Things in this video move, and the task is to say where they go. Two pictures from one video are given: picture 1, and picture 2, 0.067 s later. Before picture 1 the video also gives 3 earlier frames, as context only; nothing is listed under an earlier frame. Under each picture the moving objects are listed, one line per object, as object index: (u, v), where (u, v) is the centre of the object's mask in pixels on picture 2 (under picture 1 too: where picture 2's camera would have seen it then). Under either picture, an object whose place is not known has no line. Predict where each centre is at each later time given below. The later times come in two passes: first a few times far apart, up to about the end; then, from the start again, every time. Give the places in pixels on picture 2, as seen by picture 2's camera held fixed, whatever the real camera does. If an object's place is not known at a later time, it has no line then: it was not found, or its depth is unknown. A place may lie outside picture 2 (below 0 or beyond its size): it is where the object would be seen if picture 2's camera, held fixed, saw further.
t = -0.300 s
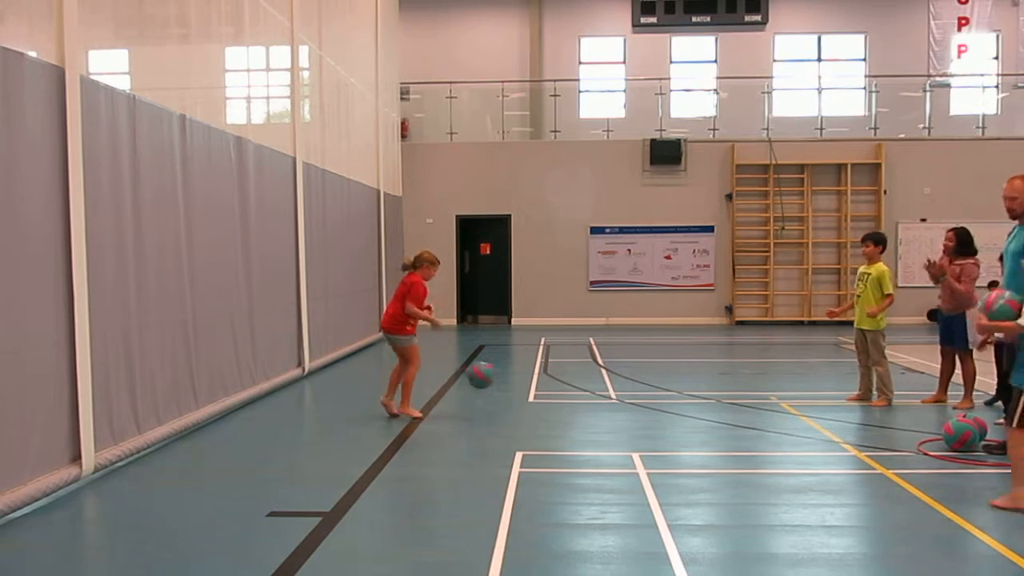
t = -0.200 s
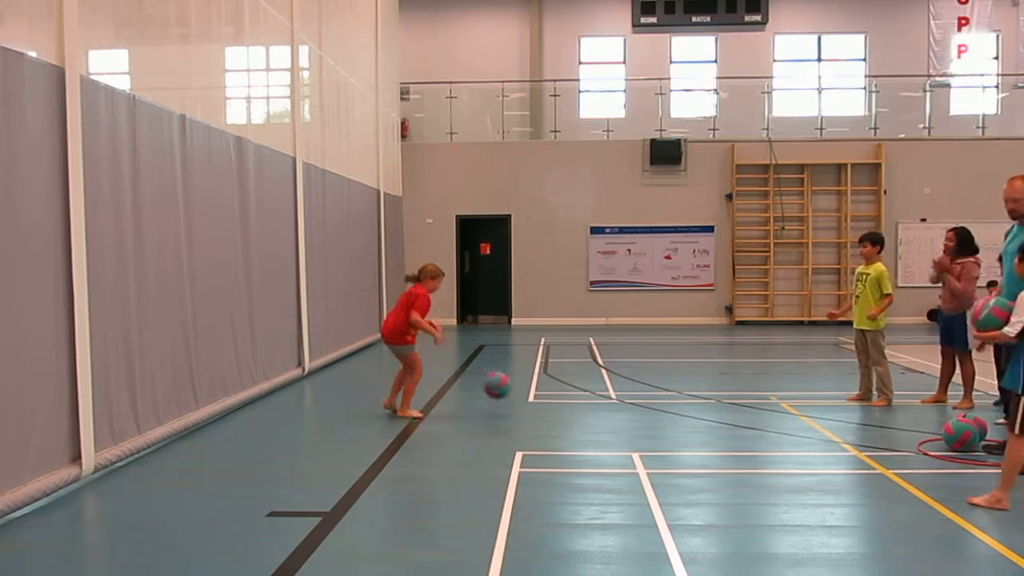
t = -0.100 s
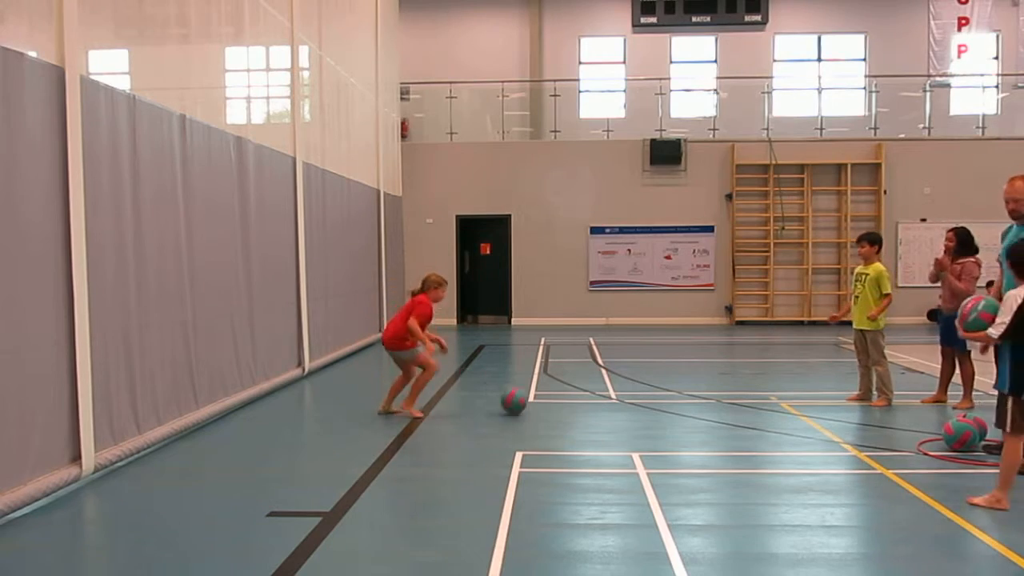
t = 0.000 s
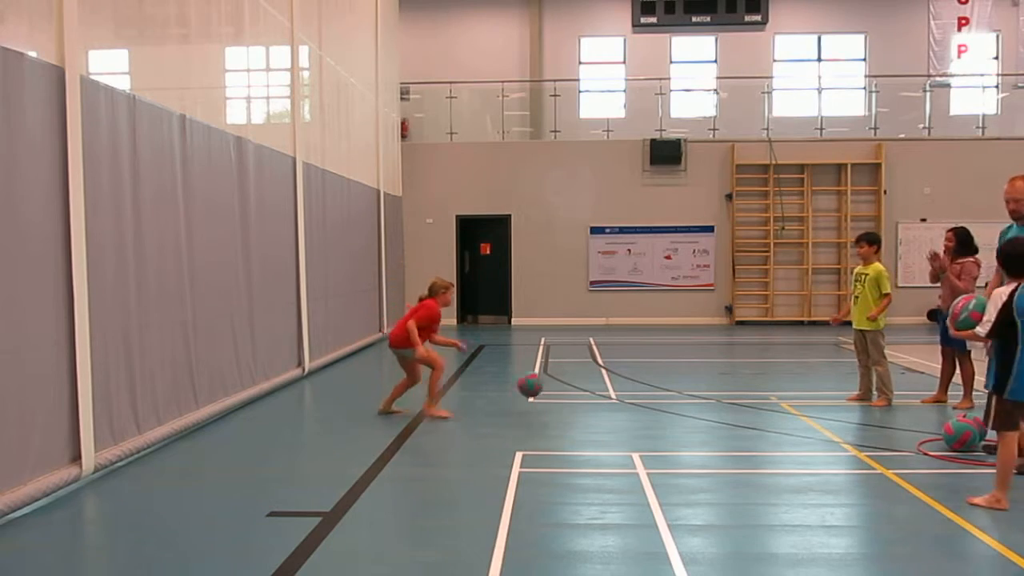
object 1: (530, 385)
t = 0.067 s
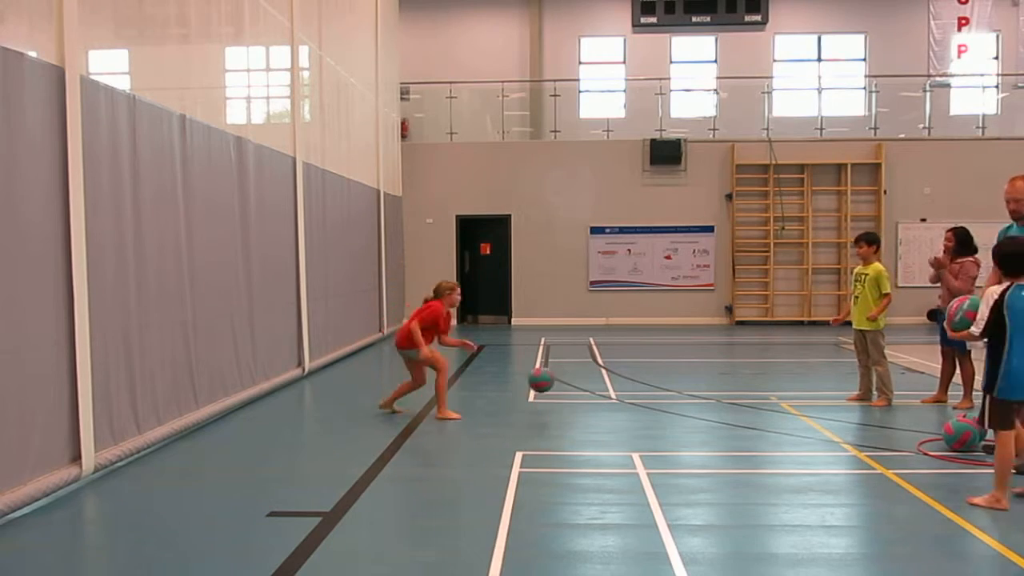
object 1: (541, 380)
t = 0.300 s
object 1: (576, 396)
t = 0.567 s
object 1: (617, 394)
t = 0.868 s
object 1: (657, 389)
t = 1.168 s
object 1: (692, 382)
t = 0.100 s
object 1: (546, 379)
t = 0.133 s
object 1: (551, 379)
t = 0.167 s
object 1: (555, 384)
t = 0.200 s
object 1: (560, 385)
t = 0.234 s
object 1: (566, 389)
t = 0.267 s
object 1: (571, 396)
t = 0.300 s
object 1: (576, 396)
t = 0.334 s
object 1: (581, 392)
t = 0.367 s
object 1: (587, 388)
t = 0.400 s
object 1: (592, 385)
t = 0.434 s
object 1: (597, 384)
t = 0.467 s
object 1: (602, 384)
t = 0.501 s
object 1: (607, 385)
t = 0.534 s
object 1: (612, 389)
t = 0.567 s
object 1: (617, 394)
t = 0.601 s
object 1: (622, 393)
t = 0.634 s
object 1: (626, 388)
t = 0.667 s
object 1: (630, 385)
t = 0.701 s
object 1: (634, 384)
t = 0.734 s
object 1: (639, 383)
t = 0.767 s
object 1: (644, 384)
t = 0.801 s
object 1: (647, 386)
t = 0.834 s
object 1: (652, 389)
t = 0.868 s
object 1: (657, 389)
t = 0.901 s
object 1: (661, 385)
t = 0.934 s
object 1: (665, 383)
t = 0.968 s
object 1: (669, 382)
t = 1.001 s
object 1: (673, 383)
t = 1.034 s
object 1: (677, 384)
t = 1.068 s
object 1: (680, 386)
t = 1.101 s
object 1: (684, 387)
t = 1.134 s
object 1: (688, 384)
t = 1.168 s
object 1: (692, 382)
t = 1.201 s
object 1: (695, 382)
